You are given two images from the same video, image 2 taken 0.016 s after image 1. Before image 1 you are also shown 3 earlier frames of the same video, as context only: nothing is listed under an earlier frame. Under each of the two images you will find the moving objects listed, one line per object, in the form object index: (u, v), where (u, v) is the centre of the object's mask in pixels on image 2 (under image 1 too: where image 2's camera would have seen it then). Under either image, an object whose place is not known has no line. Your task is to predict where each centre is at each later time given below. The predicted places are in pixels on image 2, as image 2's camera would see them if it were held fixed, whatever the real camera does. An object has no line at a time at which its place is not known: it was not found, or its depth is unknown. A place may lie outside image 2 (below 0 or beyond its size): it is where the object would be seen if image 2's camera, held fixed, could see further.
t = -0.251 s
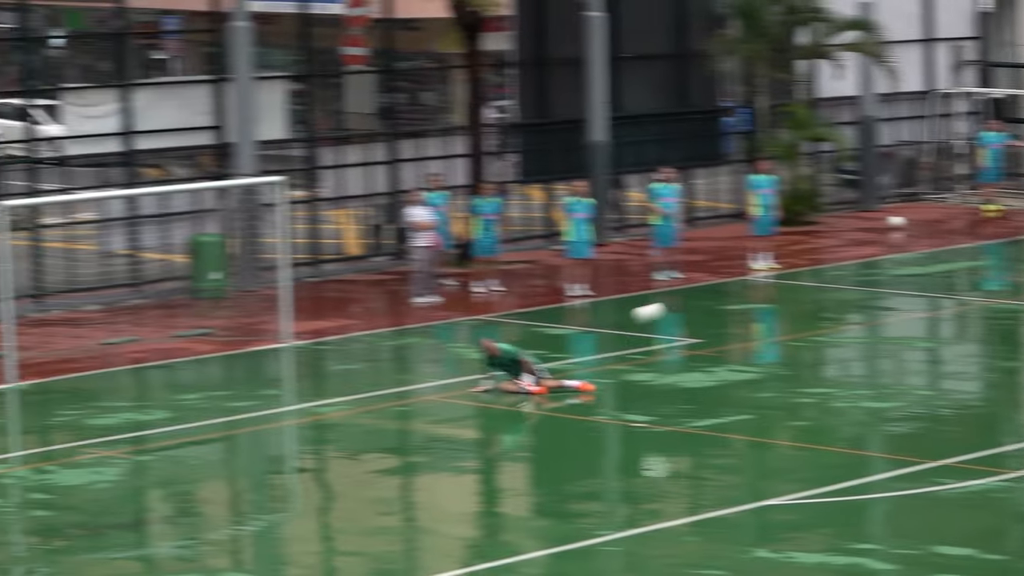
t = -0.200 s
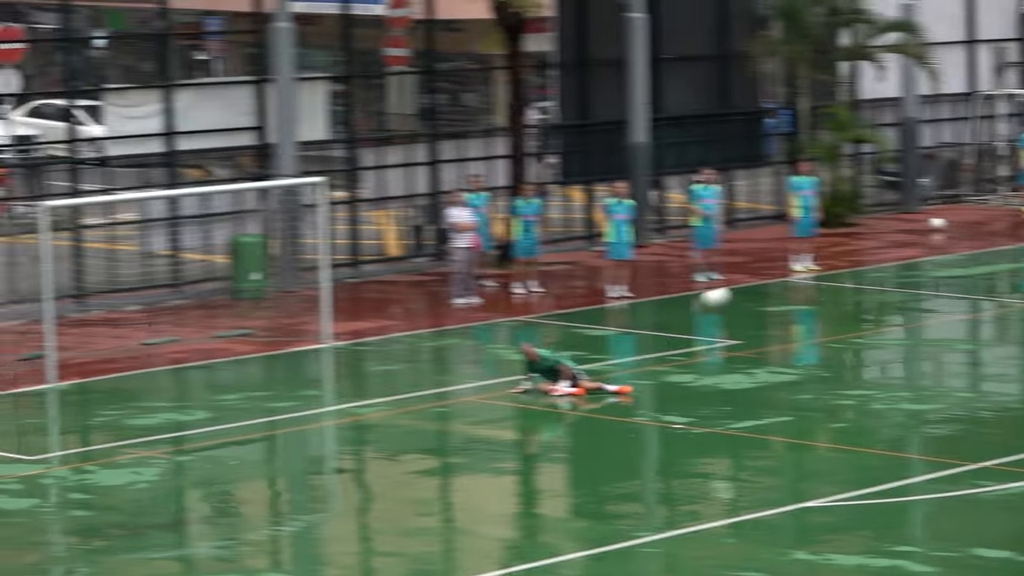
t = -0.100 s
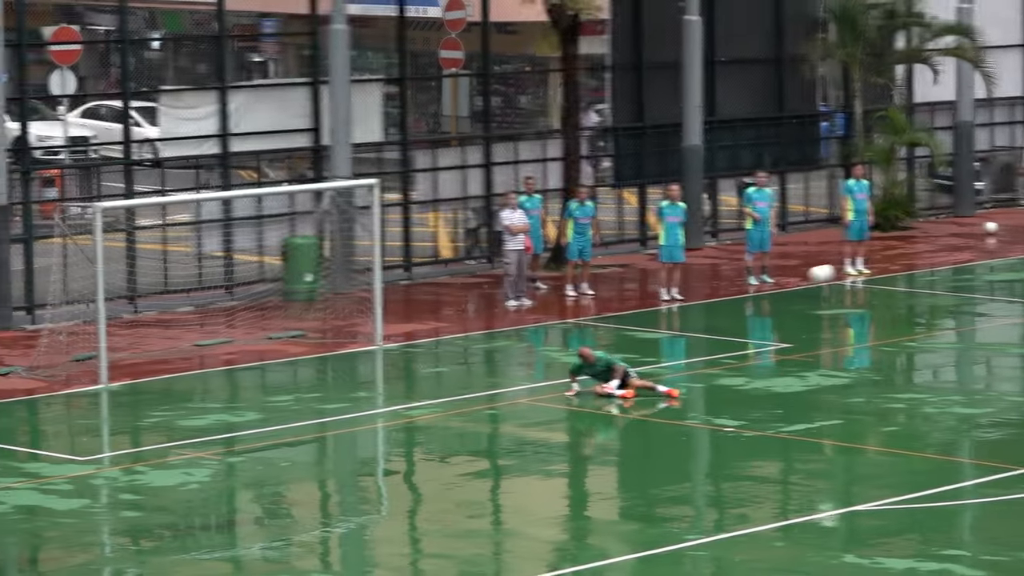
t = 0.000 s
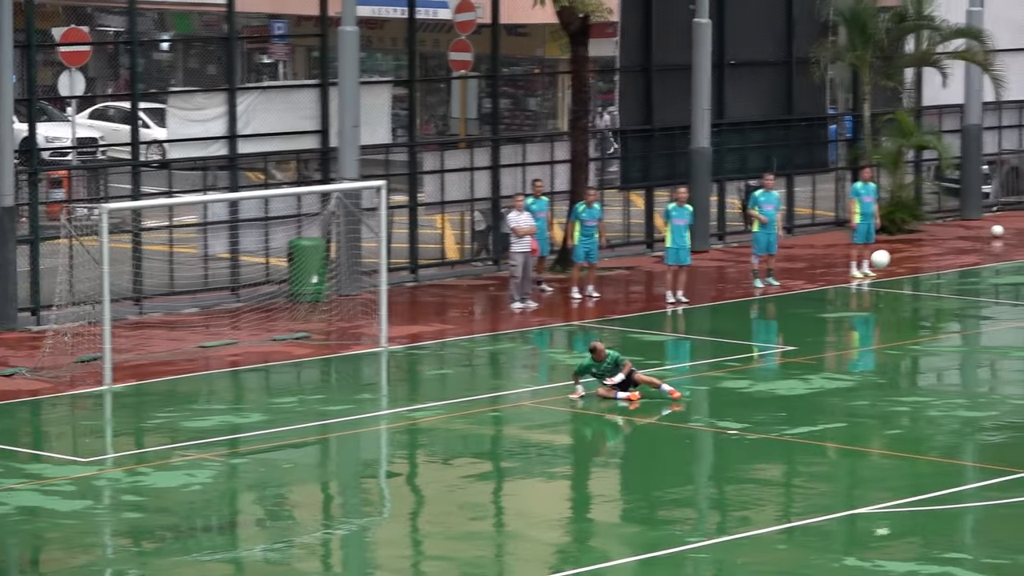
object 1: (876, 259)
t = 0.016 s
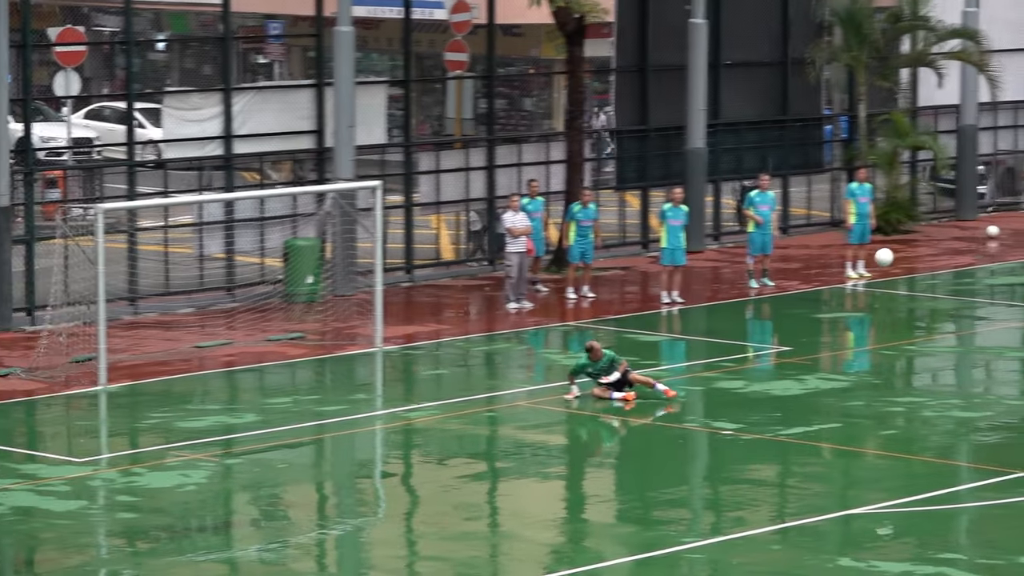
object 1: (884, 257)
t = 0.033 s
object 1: (891, 255)
